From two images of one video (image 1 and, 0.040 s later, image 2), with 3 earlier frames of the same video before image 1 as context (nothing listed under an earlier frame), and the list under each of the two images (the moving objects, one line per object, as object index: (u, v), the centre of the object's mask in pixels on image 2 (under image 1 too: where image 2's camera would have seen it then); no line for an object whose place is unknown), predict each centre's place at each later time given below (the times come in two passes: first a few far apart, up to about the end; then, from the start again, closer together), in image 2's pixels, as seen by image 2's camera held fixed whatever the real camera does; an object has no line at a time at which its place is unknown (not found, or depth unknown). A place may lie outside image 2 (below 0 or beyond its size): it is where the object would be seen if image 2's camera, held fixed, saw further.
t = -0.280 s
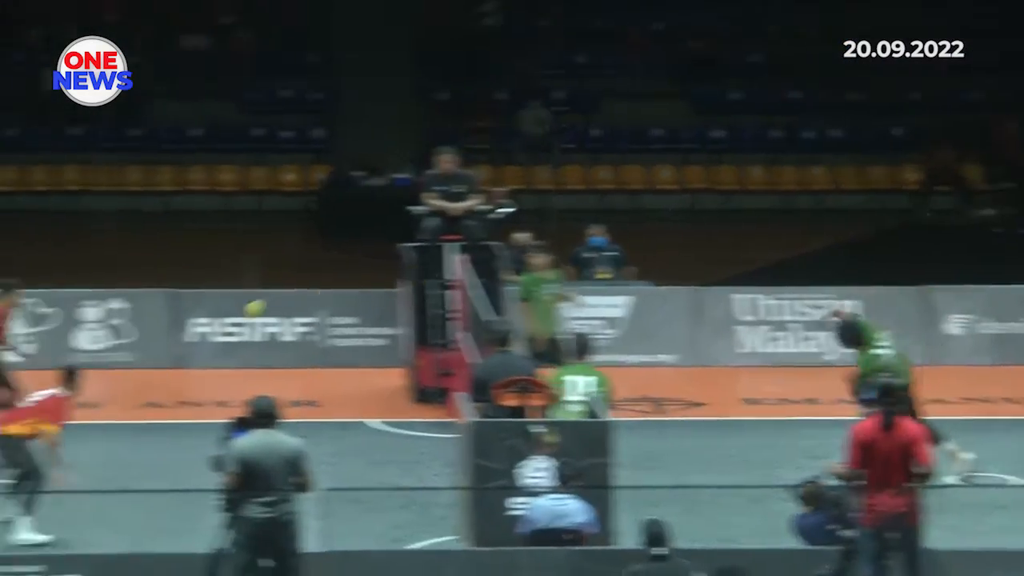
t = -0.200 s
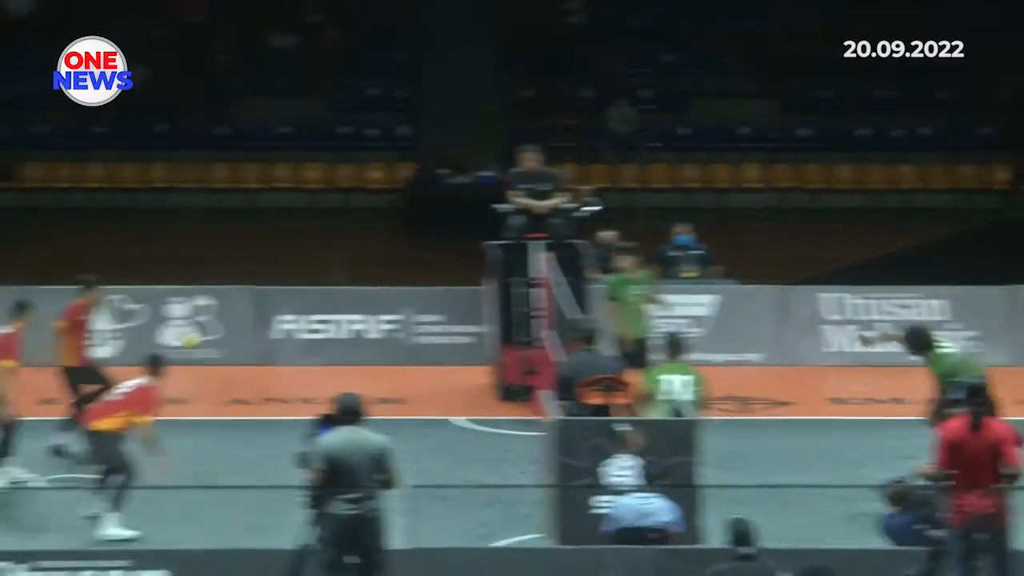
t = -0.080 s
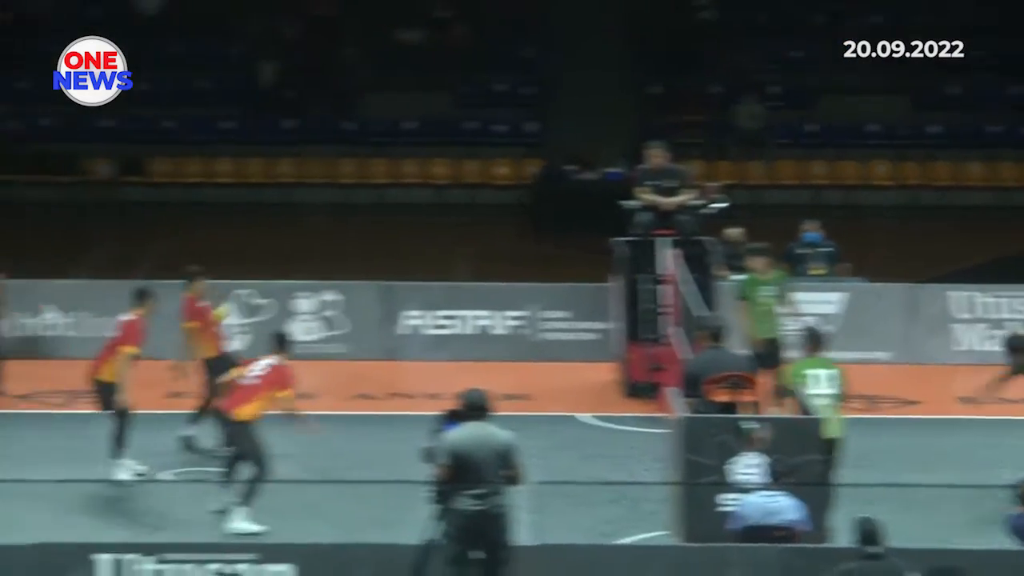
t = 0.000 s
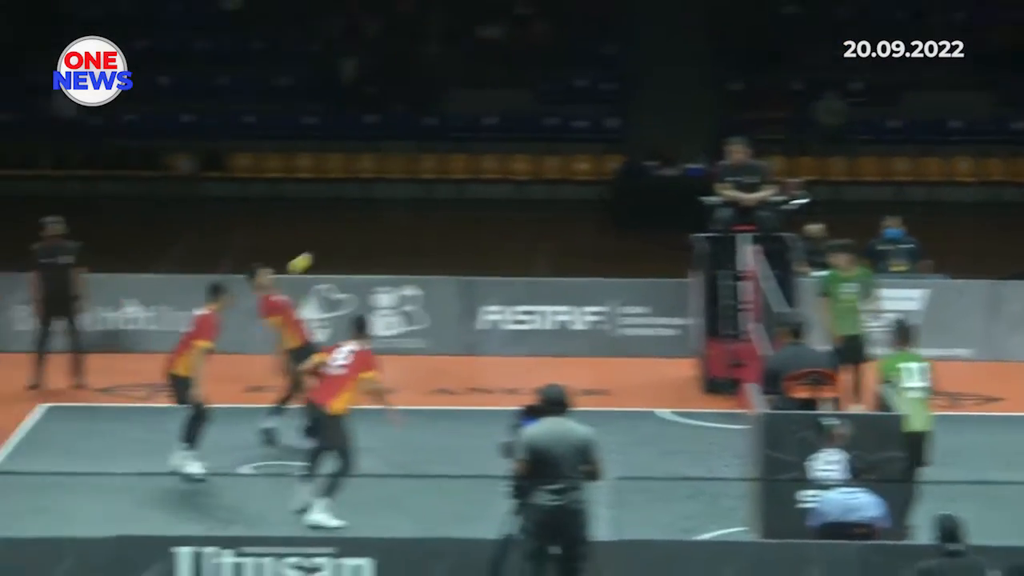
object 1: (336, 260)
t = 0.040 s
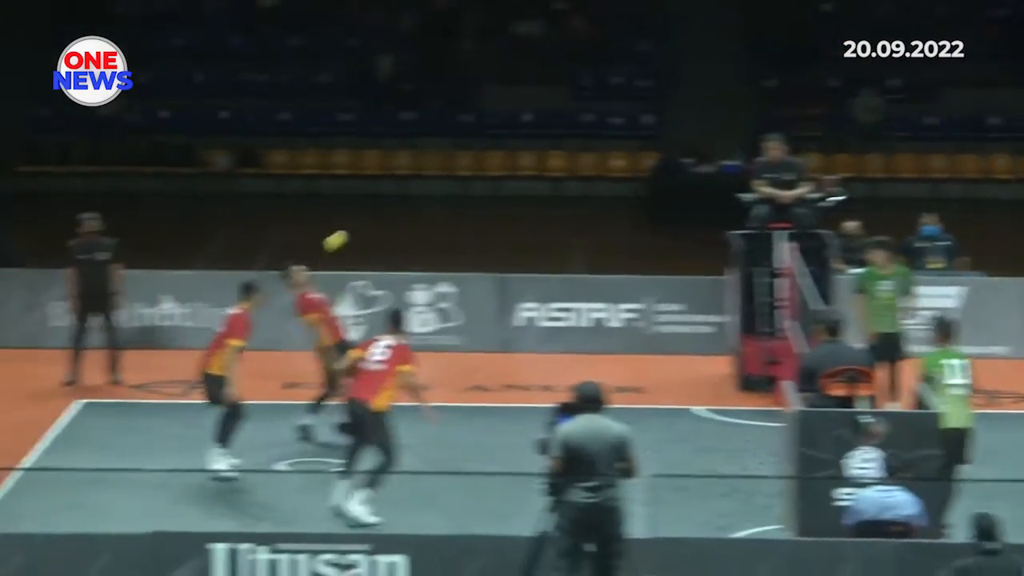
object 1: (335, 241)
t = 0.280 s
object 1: (333, 157)
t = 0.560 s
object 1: (333, 138)
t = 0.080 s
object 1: (335, 222)
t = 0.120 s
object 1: (335, 207)
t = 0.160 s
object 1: (334, 192)
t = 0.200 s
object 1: (335, 179)
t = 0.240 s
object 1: (333, 166)
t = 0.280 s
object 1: (333, 157)
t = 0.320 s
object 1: (333, 149)
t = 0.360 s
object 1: (333, 142)
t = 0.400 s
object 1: (333, 138)
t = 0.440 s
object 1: (333, 135)
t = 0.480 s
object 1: (333, 135)
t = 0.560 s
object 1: (333, 138)
